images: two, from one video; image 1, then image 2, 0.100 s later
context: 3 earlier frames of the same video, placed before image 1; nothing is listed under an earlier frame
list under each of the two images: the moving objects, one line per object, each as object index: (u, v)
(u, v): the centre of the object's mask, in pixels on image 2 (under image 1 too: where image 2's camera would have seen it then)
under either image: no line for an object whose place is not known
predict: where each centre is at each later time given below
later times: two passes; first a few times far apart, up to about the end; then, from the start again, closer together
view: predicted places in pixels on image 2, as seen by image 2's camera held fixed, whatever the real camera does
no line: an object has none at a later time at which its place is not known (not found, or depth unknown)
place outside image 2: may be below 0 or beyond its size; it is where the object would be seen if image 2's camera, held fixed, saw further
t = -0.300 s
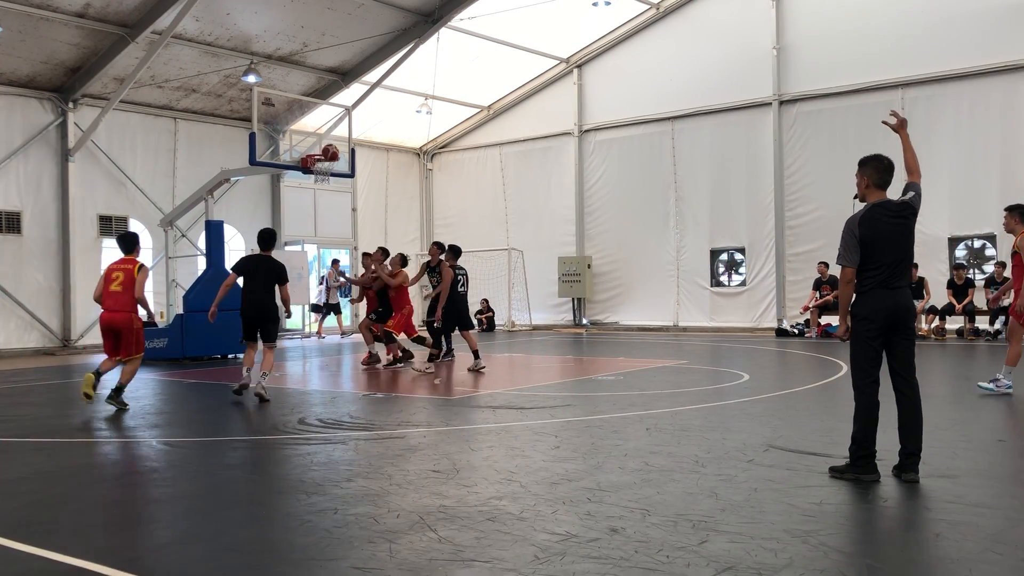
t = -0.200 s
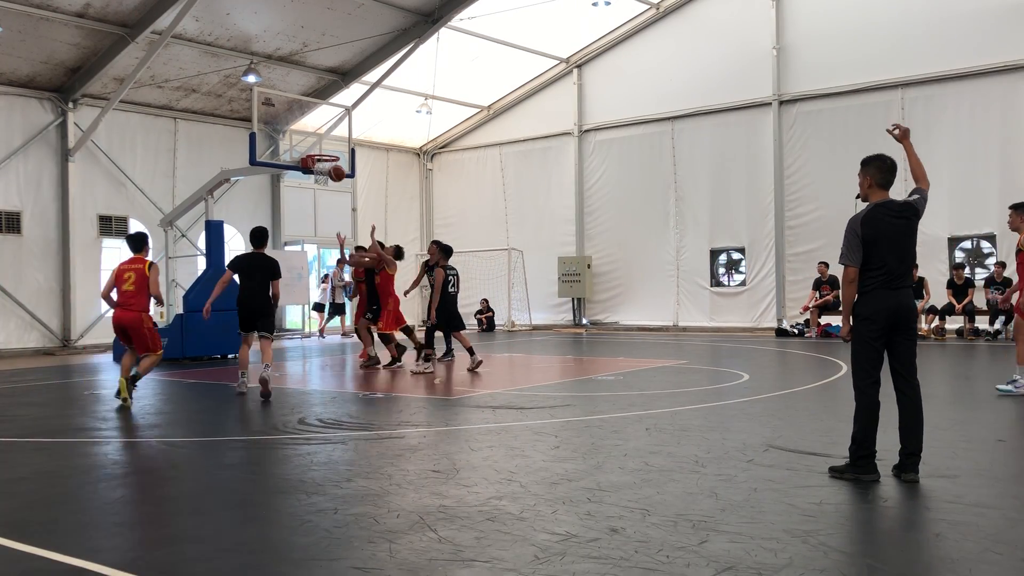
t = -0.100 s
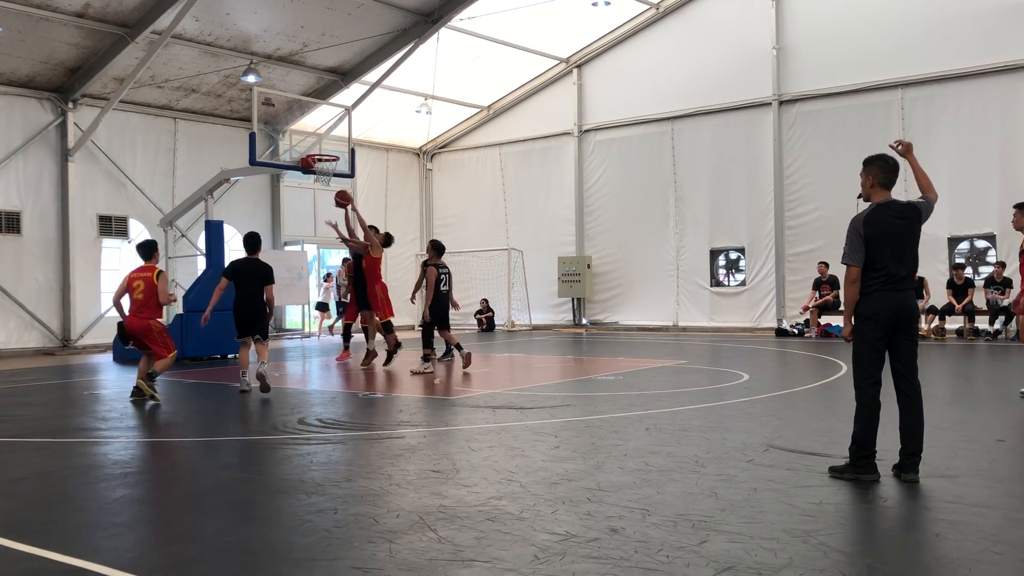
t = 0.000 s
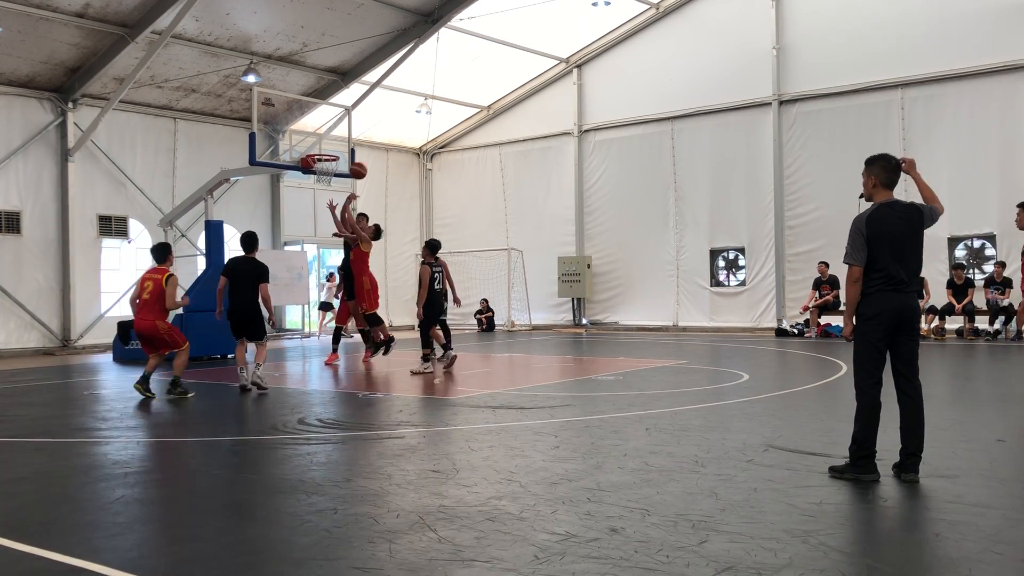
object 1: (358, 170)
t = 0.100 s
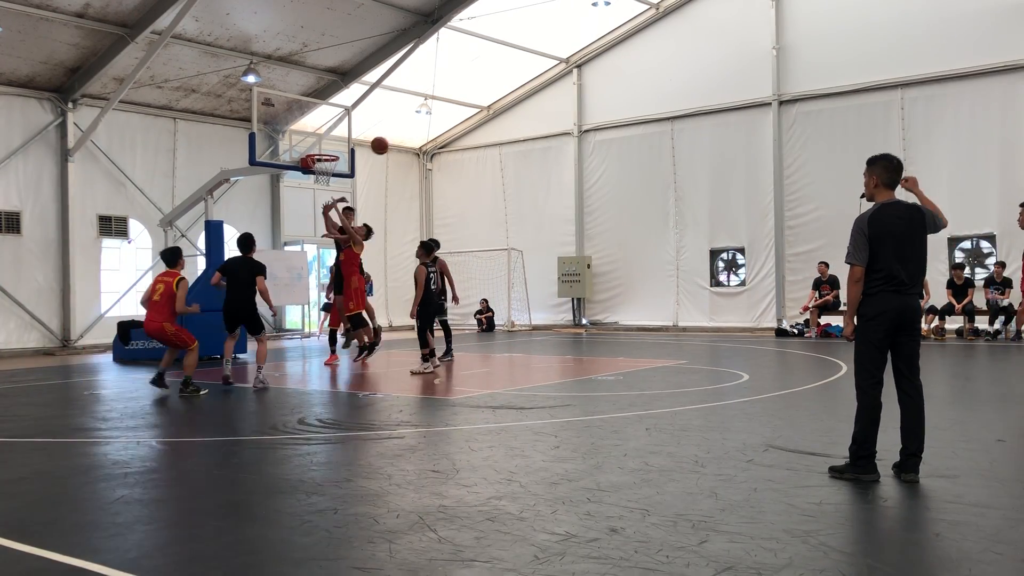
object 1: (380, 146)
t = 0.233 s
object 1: (411, 122)
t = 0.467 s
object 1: (471, 112)
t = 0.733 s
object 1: (552, 162)
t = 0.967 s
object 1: (637, 271)
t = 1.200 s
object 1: (724, 348)
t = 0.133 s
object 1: (387, 138)
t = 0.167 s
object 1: (395, 132)
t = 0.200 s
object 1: (403, 126)
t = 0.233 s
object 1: (411, 122)
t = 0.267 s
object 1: (419, 118)
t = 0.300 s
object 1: (427, 114)
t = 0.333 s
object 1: (436, 112)
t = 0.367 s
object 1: (445, 111)
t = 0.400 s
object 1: (453, 110)
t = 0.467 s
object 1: (471, 112)
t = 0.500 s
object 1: (481, 115)
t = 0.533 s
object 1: (490, 118)
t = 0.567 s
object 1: (500, 122)
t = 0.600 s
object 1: (510, 128)
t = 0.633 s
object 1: (521, 135)
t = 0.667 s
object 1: (531, 143)
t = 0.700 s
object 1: (541, 152)
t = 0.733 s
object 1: (552, 162)
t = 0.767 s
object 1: (564, 173)
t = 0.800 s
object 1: (575, 186)
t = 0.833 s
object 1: (586, 201)
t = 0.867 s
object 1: (599, 216)
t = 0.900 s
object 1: (611, 233)
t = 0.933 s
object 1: (624, 251)
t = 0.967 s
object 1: (637, 271)
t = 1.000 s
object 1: (650, 293)
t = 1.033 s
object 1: (664, 316)
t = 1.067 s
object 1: (679, 341)
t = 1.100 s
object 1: (693, 368)
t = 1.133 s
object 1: (706, 390)
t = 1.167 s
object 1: (715, 368)
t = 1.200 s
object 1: (724, 348)
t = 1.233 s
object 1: (733, 329)
